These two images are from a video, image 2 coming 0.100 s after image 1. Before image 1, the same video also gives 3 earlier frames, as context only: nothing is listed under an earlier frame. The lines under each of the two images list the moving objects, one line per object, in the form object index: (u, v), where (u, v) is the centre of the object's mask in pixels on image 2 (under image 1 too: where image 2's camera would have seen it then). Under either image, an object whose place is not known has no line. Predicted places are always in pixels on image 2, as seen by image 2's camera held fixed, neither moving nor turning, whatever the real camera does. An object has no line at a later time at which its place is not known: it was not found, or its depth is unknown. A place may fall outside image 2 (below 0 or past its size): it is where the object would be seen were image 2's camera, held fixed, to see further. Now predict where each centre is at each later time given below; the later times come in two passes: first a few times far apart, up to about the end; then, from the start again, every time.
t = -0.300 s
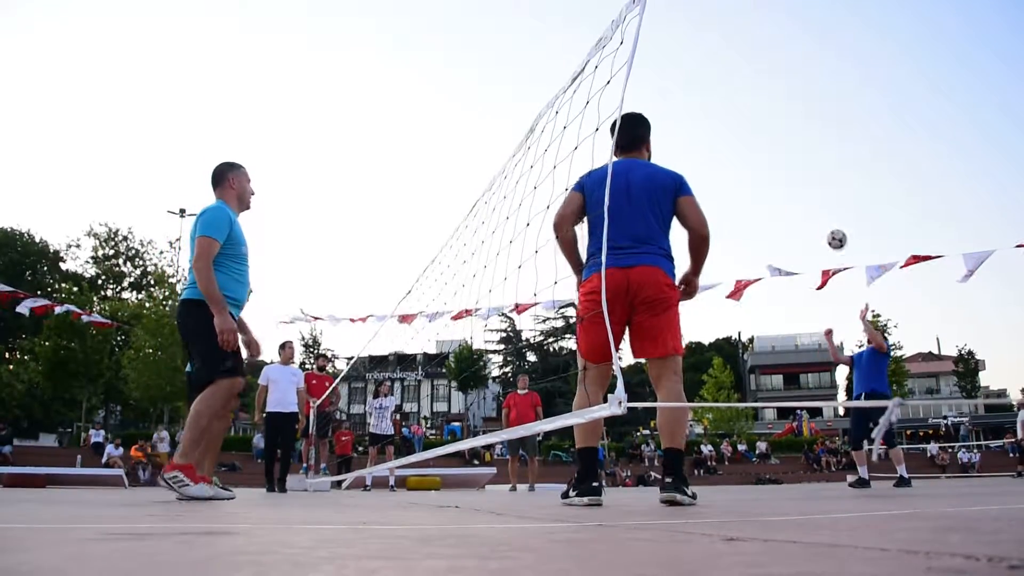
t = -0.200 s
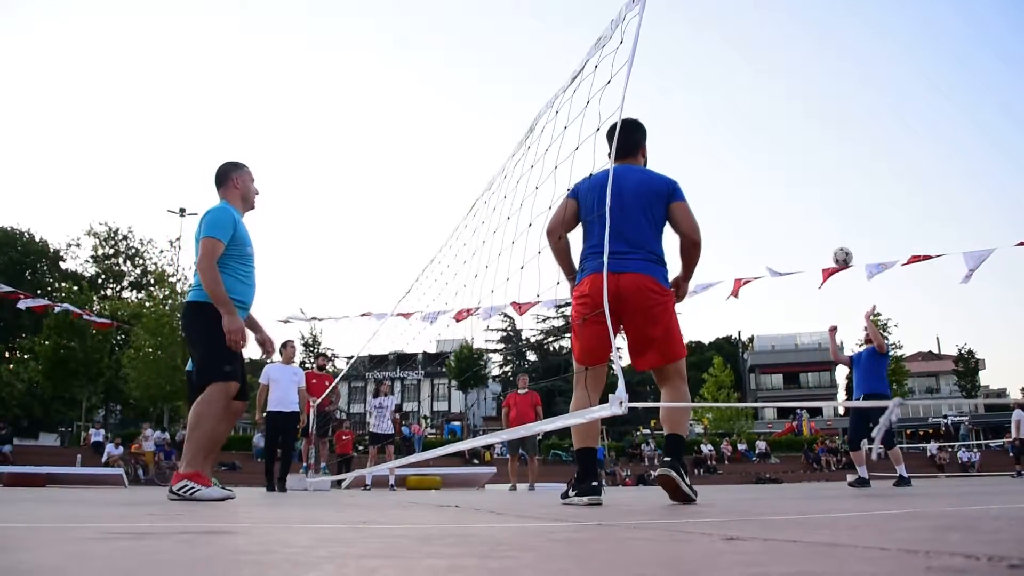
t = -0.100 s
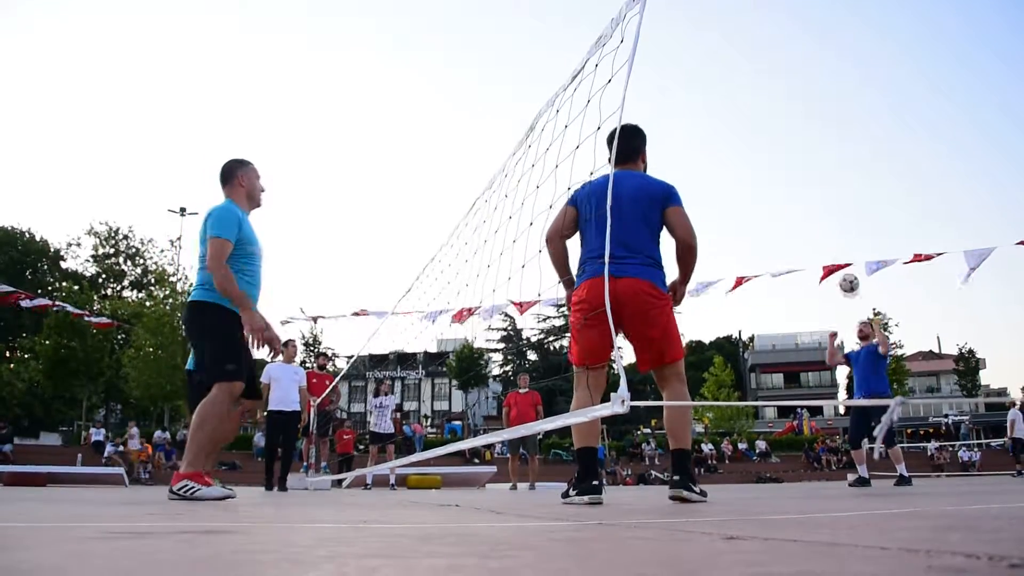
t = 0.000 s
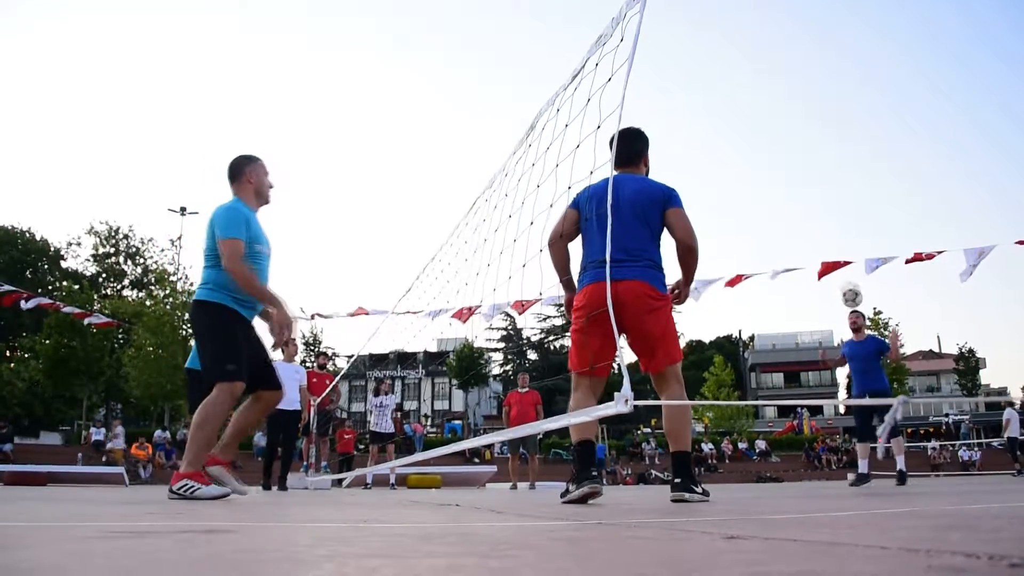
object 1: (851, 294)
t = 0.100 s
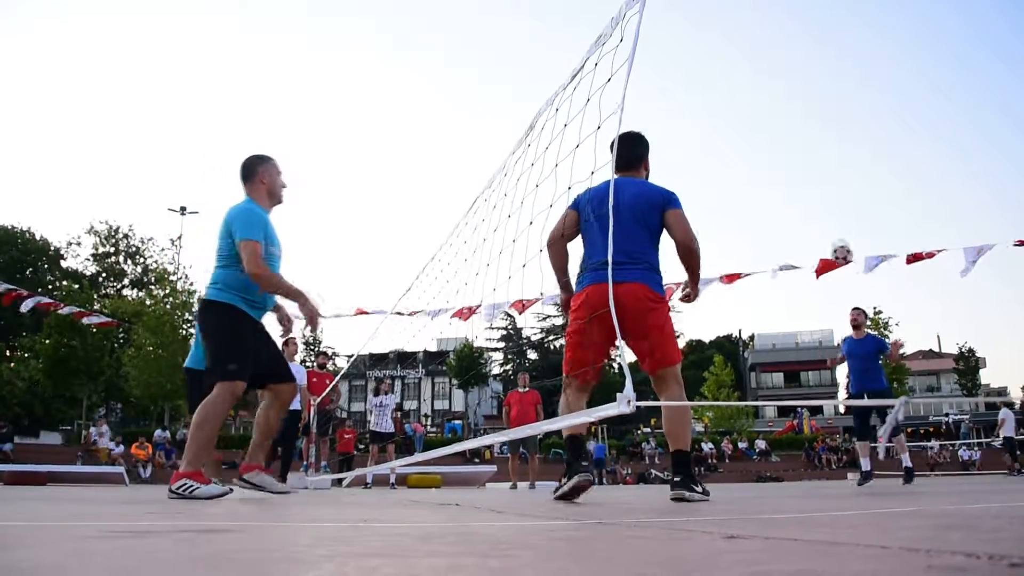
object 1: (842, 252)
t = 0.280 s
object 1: (823, 194)
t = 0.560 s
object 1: (793, 149)
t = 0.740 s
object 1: (772, 163)
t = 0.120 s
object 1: (839, 245)
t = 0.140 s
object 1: (837, 239)
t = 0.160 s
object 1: (835, 231)
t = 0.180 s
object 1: (833, 224)
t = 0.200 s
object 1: (831, 218)
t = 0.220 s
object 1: (829, 211)
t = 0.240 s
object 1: (827, 206)
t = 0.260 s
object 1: (825, 199)
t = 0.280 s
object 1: (823, 194)
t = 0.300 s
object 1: (821, 189)
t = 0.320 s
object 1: (819, 183)
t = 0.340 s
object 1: (817, 179)
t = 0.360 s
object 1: (814, 174)
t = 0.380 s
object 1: (812, 170)
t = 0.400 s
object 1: (810, 167)
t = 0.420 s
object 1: (808, 163)
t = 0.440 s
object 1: (806, 160)
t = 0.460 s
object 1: (804, 156)
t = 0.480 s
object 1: (802, 154)
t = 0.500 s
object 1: (799, 152)
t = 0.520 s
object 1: (797, 151)
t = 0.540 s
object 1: (795, 150)
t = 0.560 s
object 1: (793, 149)
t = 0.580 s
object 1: (790, 148)
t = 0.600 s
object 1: (788, 149)
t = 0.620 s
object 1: (786, 149)
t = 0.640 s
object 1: (784, 150)
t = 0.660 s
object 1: (781, 152)
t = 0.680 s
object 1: (779, 154)
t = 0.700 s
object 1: (777, 156)
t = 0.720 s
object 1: (774, 160)
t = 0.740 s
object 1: (772, 163)
